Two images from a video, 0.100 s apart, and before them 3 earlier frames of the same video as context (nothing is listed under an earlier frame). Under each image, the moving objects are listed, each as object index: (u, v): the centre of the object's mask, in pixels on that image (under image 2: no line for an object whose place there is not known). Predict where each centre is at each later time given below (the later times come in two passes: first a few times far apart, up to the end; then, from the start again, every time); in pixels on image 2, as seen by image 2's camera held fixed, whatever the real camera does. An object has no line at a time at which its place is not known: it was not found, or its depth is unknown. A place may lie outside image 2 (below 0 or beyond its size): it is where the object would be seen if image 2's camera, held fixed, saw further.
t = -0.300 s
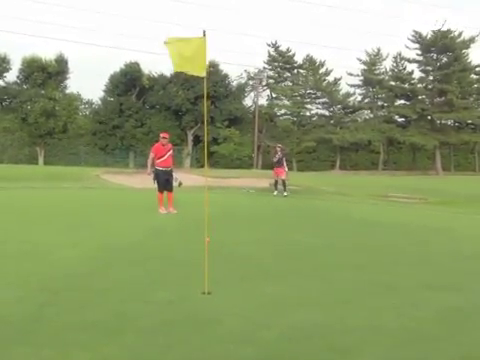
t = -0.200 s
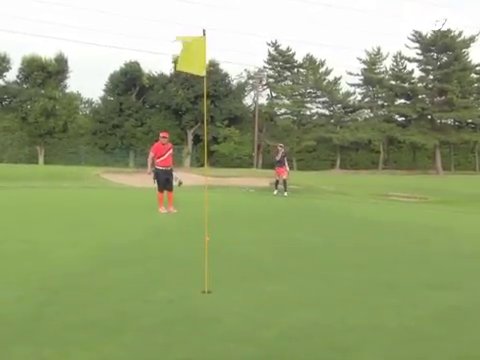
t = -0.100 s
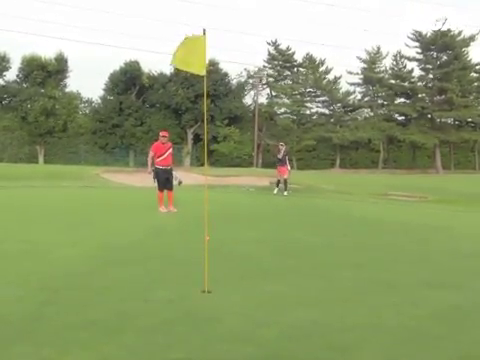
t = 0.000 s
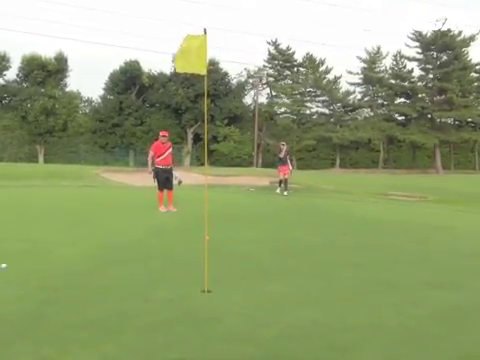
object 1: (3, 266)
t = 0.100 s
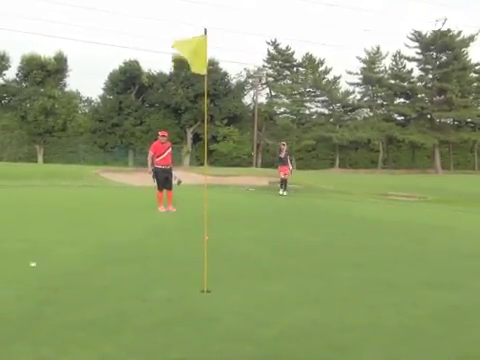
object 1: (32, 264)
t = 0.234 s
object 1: (69, 263)
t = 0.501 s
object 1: (137, 259)
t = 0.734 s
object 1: (188, 258)
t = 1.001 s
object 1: (239, 256)
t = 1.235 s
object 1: (278, 254)
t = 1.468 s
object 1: (311, 252)
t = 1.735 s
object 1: (344, 251)
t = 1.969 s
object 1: (370, 249)
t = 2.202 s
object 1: (391, 248)
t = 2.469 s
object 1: (412, 247)
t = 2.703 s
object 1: (429, 246)
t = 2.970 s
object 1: (444, 245)
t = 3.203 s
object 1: (455, 245)
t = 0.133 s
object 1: (42, 264)
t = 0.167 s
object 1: (51, 264)
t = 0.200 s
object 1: (60, 263)
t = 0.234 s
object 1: (69, 263)
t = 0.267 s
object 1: (78, 263)
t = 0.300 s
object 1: (87, 262)
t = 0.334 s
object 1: (95, 262)
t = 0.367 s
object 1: (104, 261)
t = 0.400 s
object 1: (112, 261)
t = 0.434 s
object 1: (120, 261)
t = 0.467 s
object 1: (129, 260)
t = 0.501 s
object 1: (137, 259)
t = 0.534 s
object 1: (145, 260)
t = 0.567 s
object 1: (153, 259)
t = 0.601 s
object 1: (159, 259)
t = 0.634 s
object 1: (167, 259)
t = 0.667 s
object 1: (174, 258)
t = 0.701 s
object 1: (181, 258)
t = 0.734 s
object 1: (188, 258)
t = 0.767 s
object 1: (194, 258)
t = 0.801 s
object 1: (202, 257)
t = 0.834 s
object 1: (209, 257)
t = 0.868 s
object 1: (215, 257)
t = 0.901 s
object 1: (221, 256)
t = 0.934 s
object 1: (227, 256)
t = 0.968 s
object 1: (233, 256)
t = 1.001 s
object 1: (239, 256)
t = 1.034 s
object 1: (245, 255)
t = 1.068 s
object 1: (251, 255)
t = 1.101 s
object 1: (256, 255)
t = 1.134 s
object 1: (261, 255)
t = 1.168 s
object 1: (267, 255)
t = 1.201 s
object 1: (272, 254)
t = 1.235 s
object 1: (278, 254)
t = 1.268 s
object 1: (283, 254)
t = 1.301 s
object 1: (287, 254)
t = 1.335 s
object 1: (292, 253)
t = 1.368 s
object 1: (297, 253)
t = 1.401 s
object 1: (302, 253)
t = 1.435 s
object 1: (306, 253)
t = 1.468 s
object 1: (311, 252)
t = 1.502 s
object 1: (315, 252)
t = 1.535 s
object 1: (319, 252)
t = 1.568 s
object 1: (325, 252)
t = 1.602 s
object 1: (329, 251)
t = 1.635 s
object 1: (333, 251)
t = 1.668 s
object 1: (337, 252)
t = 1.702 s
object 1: (341, 251)
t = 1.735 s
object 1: (344, 251)
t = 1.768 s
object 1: (348, 251)
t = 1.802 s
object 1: (352, 251)
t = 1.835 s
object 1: (356, 251)
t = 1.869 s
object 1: (360, 250)
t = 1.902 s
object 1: (363, 250)
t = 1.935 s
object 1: (366, 249)
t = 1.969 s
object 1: (370, 249)
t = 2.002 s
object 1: (373, 249)
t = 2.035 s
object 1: (376, 249)
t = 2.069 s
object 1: (379, 249)
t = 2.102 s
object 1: (382, 248)
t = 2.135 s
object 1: (385, 248)
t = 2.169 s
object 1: (389, 248)
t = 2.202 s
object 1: (391, 248)
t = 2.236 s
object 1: (394, 248)
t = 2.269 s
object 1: (397, 248)
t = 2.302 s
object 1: (399, 248)
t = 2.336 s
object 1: (402, 248)
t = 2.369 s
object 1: (405, 248)
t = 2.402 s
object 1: (408, 247)
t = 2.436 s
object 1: (410, 247)
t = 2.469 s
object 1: (412, 247)
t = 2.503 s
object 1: (415, 247)
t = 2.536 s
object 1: (417, 247)
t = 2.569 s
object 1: (419, 247)
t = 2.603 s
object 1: (422, 247)
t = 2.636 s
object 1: (424, 246)
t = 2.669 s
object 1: (426, 246)
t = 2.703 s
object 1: (429, 246)
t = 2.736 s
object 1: (430, 246)
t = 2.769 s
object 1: (433, 246)
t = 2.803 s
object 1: (435, 246)
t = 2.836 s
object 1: (437, 246)
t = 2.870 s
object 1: (439, 246)
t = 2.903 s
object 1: (441, 246)
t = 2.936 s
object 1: (442, 245)
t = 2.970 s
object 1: (444, 245)
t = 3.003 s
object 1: (446, 245)
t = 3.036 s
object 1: (447, 245)
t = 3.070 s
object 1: (449, 245)
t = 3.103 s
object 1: (451, 245)
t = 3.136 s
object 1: (453, 245)
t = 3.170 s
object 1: (454, 245)
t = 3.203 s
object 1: (455, 245)
